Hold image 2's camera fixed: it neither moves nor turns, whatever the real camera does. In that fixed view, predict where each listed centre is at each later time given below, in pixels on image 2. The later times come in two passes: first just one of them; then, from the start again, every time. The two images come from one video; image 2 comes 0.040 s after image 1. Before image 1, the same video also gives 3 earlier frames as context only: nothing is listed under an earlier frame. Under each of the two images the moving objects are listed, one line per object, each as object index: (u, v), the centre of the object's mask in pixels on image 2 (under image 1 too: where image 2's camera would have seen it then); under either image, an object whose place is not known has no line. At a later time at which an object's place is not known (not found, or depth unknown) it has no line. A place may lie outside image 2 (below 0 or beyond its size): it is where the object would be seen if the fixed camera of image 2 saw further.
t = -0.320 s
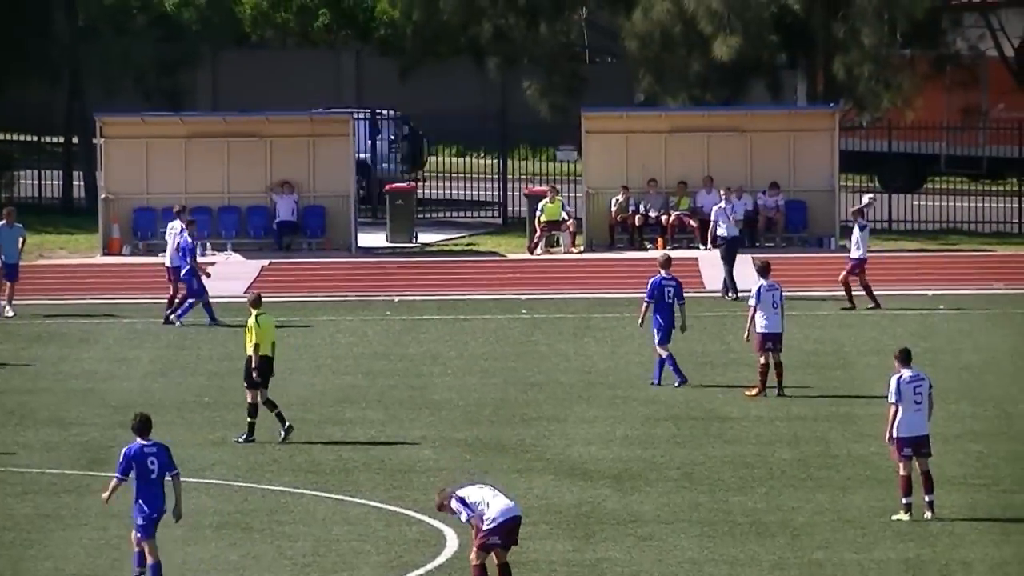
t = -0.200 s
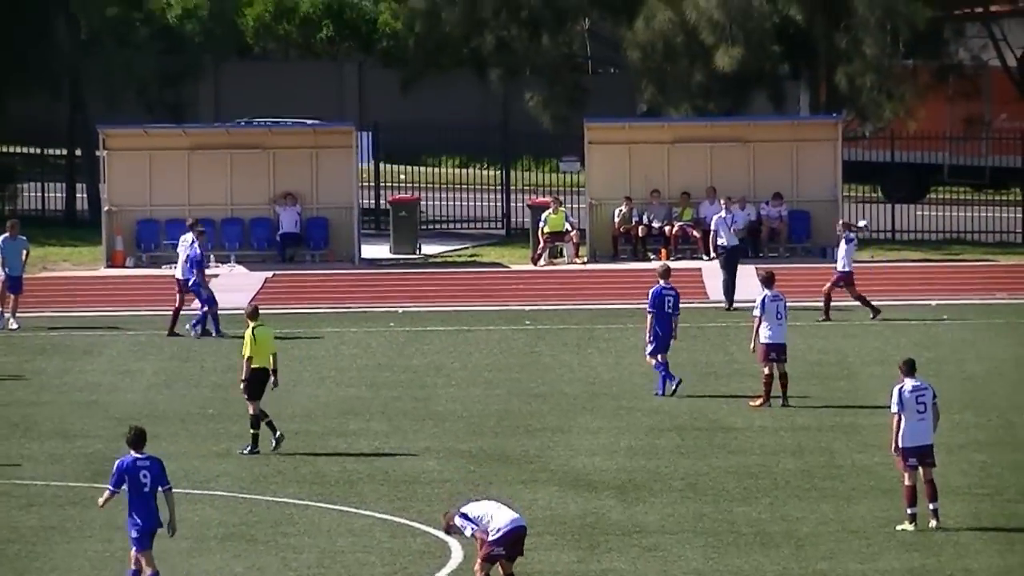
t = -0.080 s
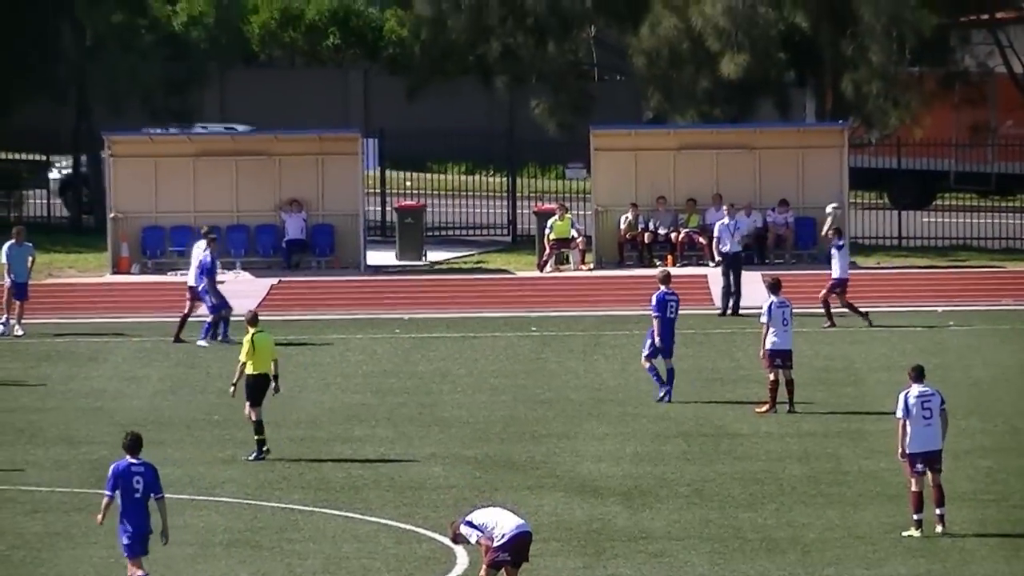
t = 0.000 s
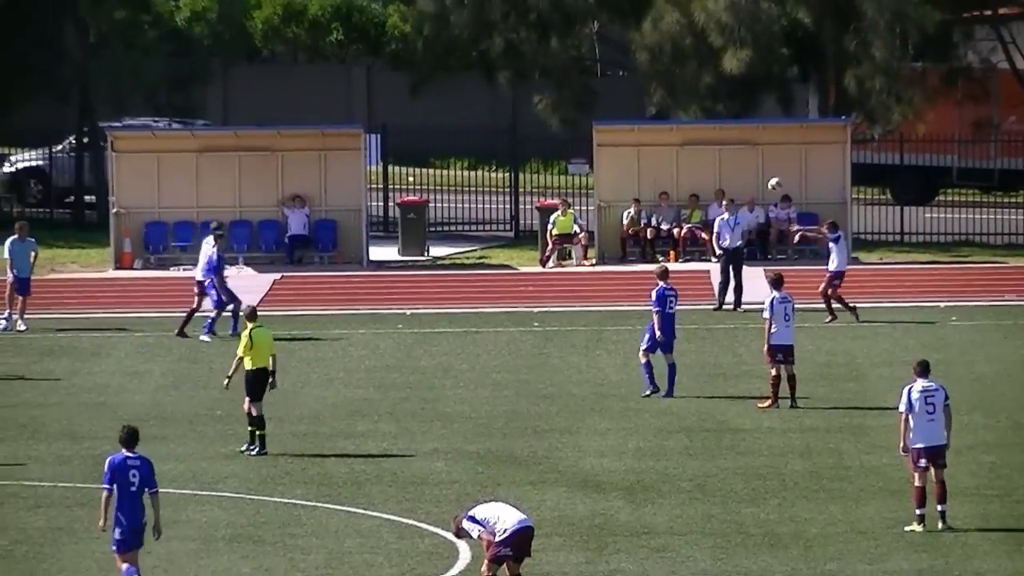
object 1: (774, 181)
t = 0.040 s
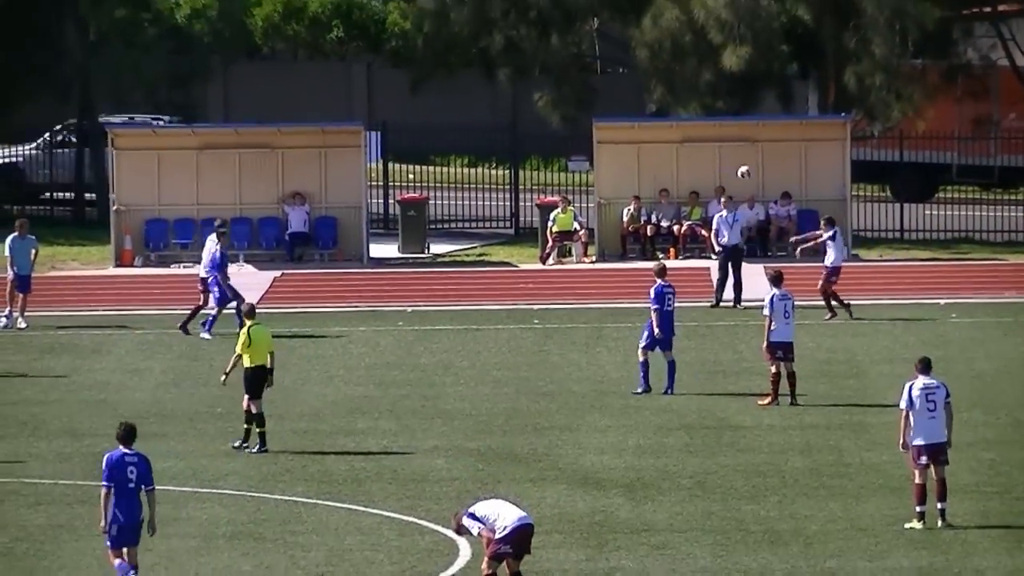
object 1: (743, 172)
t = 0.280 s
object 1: (564, 142)
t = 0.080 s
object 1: (712, 164)
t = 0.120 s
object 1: (682, 158)
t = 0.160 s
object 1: (652, 153)
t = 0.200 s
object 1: (621, 148)
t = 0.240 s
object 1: (592, 145)
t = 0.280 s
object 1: (564, 142)
